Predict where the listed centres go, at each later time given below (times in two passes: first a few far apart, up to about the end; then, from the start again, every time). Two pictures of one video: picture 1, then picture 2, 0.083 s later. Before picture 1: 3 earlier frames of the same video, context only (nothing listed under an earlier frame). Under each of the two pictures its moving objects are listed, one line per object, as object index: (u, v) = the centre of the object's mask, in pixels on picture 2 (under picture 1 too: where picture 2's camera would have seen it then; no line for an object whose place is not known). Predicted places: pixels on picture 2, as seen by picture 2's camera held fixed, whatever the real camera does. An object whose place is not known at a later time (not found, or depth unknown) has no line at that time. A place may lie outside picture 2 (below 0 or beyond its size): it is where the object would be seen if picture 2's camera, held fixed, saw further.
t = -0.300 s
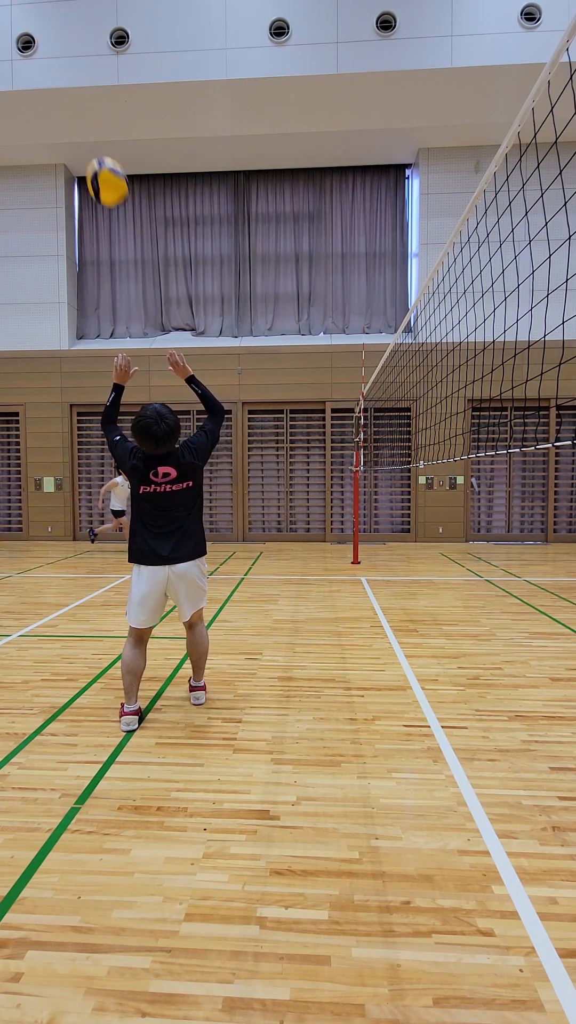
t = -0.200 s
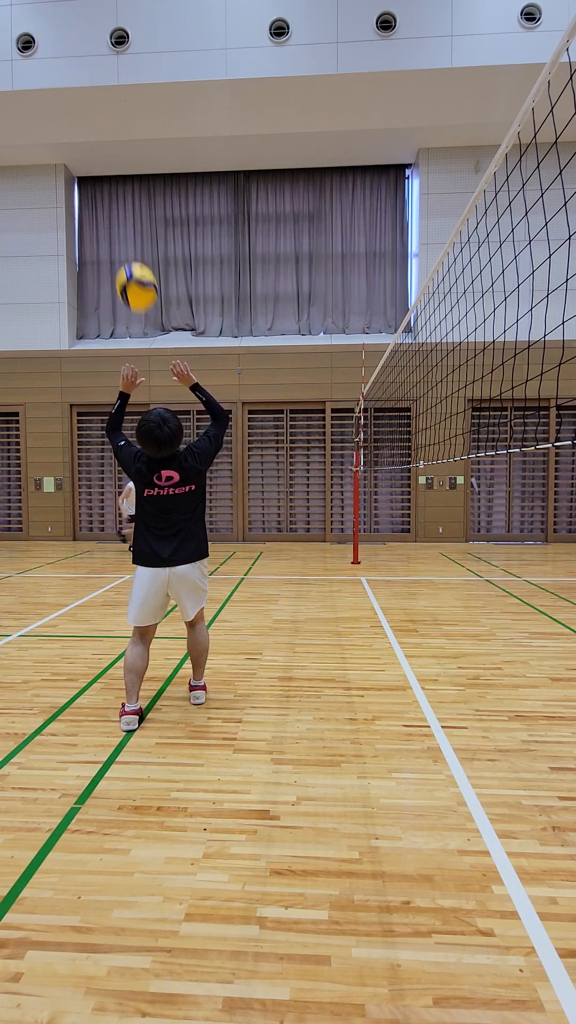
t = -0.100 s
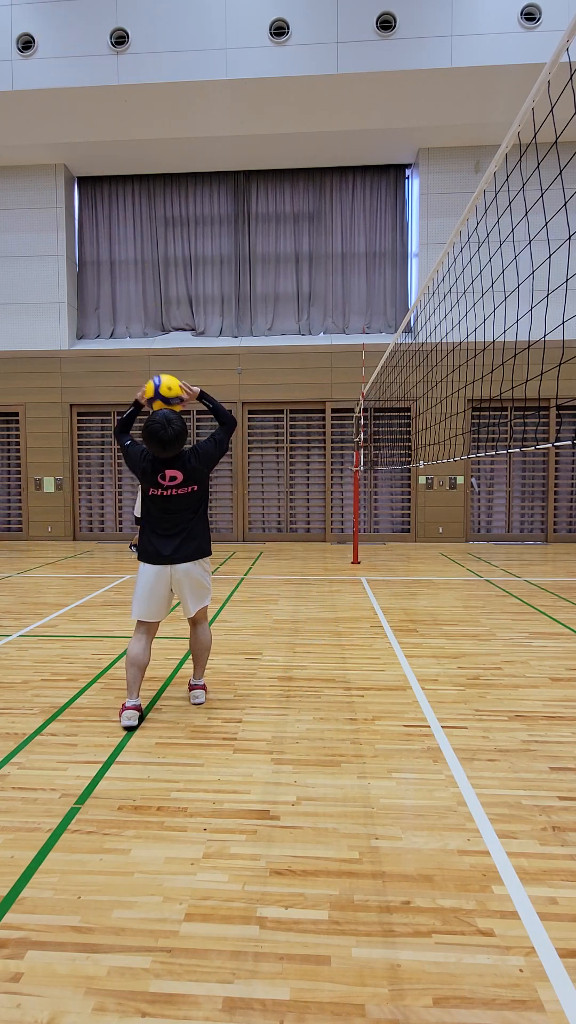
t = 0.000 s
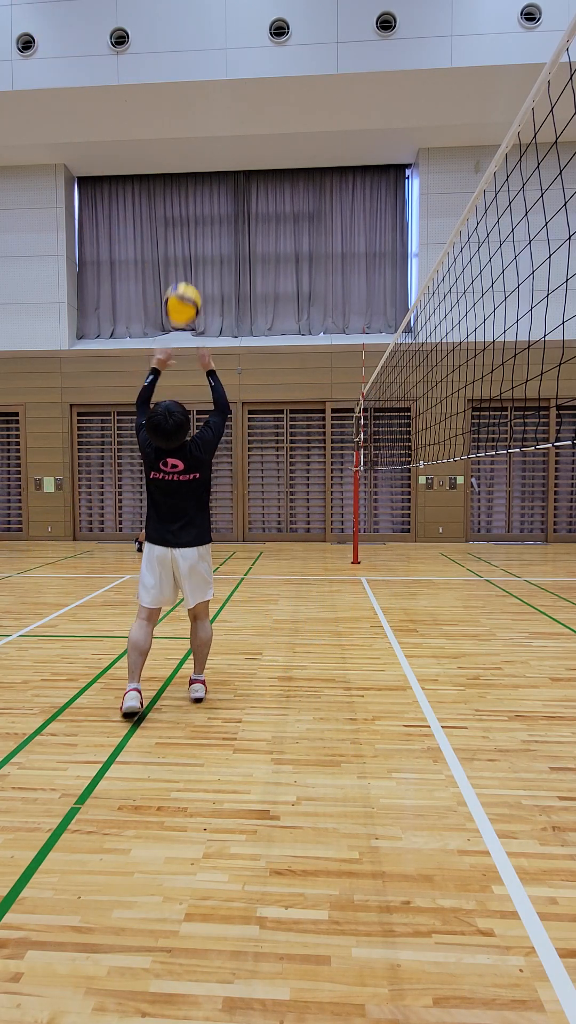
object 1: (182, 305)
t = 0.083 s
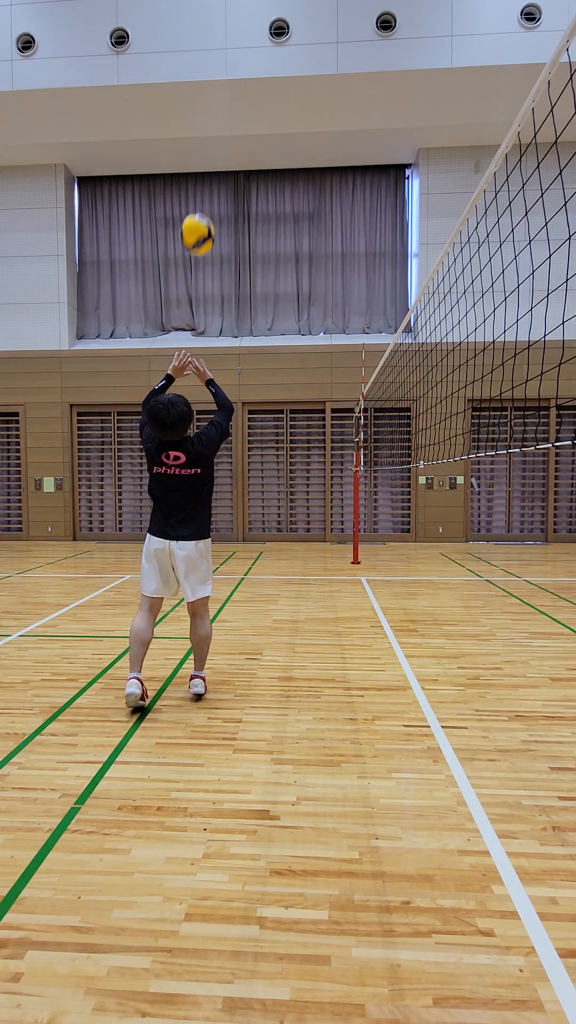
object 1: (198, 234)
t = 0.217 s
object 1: (216, 162)
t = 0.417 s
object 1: (236, 123)
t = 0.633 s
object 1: (252, 141)
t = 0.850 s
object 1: (264, 200)
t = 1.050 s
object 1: (273, 279)
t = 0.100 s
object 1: (200, 223)
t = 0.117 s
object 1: (203, 212)
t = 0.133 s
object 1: (205, 202)
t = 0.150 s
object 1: (208, 193)
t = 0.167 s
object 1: (210, 184)
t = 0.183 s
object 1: (212, 176)
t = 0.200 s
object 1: (214, 169)
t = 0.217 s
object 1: (216, 162)
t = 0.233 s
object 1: (218, 156)
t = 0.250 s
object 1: (220, 151)
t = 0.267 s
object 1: (221, 146)
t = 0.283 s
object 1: (223, 141)
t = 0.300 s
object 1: (225, 138)
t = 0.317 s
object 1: (226, 134)
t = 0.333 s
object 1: (228, 131)
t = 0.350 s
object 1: (230, 129)
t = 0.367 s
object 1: (231, 127)
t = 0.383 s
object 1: (233, 125)
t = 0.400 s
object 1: (234, 124)
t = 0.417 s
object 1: (236, 123)
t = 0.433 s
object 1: (237, 123)
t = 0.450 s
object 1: (238, 122)
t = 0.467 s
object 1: (240, 123)
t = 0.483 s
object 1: (241, 123)
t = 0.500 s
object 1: (242, 124)
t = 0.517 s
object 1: (243, 125)
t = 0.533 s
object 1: (245, 127)
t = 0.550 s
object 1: (246, 128)
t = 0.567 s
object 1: (247, 130)
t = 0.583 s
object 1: (248, 133)
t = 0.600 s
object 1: (249, 135)
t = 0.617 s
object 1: (250, 138)
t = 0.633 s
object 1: (252, 141)
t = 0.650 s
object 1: (253, 144)
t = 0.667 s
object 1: (254, 148)
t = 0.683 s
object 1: (255, 152)
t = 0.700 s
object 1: (256, 156)
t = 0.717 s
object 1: (257, 160)
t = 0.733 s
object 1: (258, 165)
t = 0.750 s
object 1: (258, 169)
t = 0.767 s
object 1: (259, 174)
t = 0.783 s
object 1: (260, 179)
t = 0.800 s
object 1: (261, 183)
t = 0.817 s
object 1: (262, 189)
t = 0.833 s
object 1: (263, 194)
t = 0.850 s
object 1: (264, 200)
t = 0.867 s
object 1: (265, 206)
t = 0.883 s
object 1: (266, 212)
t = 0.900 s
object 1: (266, 218)
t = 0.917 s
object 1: (267, 225)
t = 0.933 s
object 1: (268, 231)
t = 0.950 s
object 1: (268, 237)
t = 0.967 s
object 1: (269, 244)
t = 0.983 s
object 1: (270, 251)
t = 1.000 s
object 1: (271, 257)
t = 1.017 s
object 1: (271, 264)
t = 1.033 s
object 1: (272, 271)
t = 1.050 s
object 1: (273, 279)
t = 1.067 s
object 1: (273, 286)
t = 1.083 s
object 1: (274, 293)
